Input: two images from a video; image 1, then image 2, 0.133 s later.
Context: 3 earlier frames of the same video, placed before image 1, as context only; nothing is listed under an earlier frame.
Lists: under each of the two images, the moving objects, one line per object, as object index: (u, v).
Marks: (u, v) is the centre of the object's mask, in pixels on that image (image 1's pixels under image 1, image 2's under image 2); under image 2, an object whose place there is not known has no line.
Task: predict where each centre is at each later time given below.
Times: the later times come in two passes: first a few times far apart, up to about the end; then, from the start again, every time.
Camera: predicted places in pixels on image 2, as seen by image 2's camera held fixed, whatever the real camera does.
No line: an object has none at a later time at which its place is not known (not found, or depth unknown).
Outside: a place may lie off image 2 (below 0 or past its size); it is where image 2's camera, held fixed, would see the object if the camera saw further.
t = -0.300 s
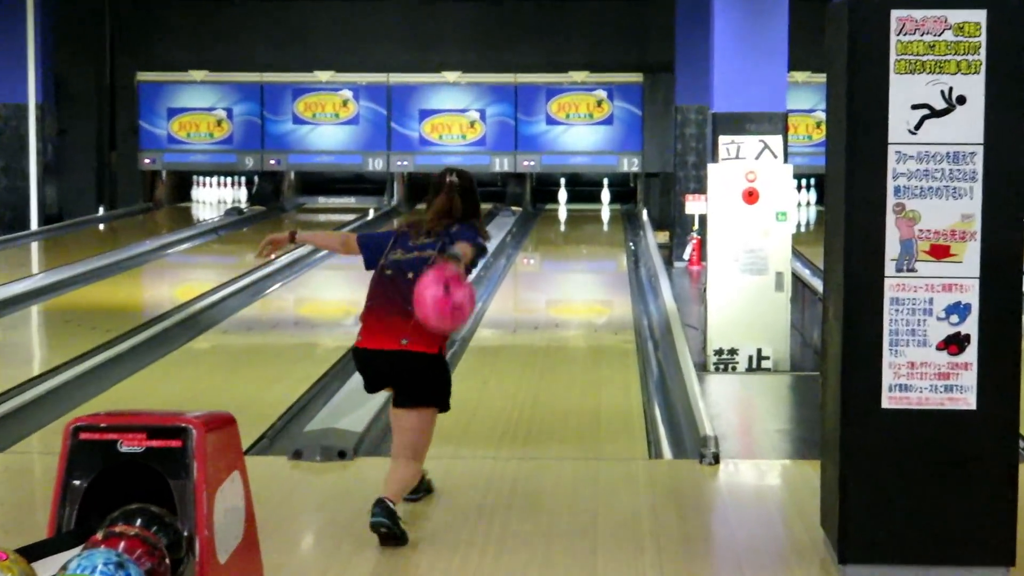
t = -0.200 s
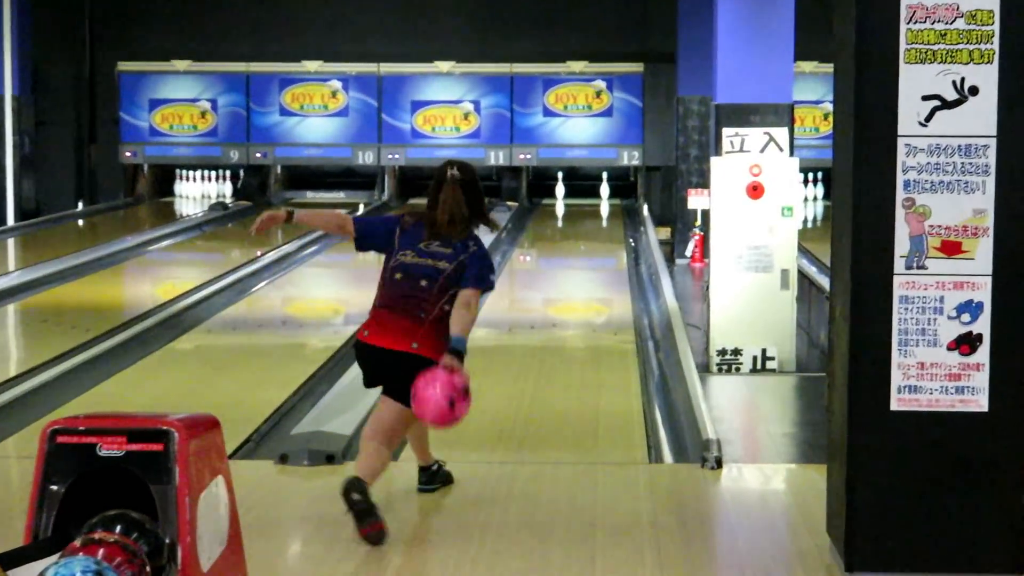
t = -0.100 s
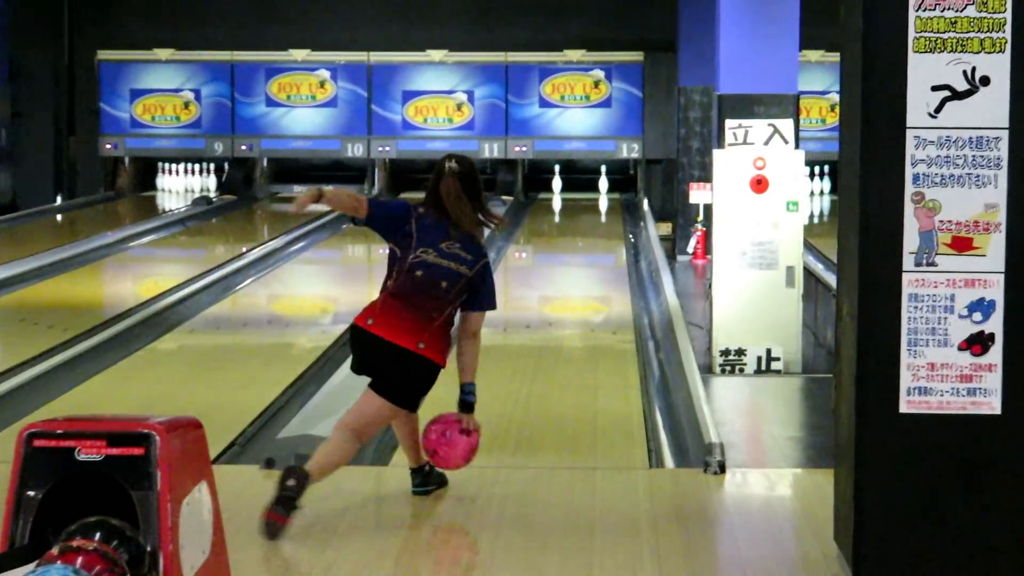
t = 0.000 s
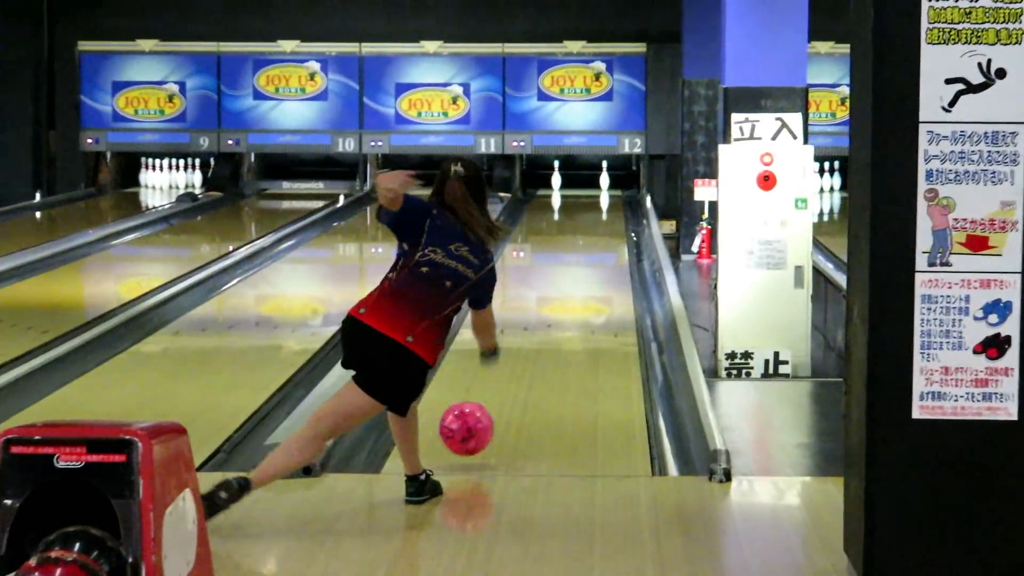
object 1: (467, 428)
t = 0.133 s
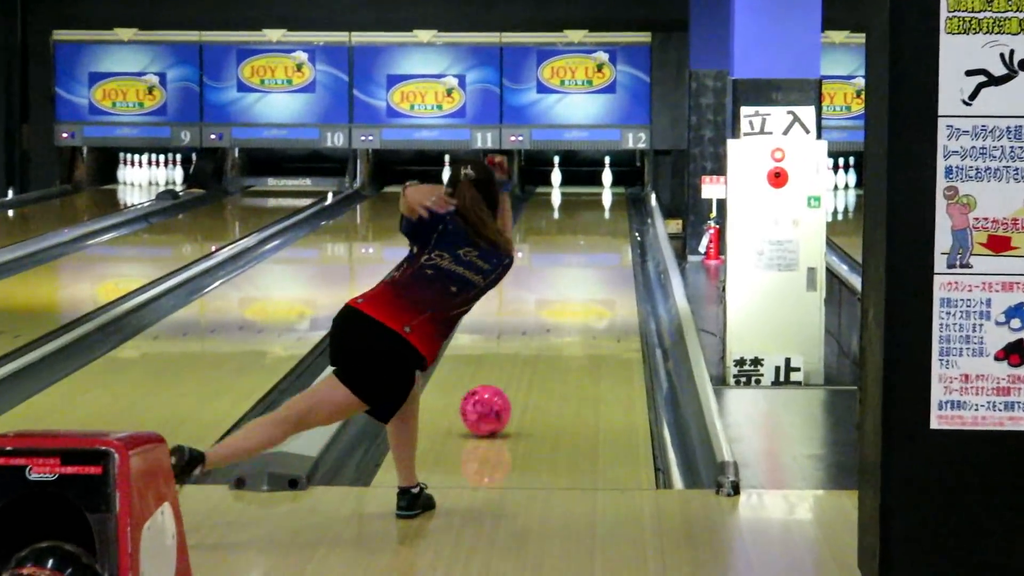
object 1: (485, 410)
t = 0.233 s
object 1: (501, 386)
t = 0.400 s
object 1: (523, 351)
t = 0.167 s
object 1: (491, 402)
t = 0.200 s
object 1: (496, 394)
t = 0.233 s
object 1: (501, 386)
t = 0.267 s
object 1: (506, 379)
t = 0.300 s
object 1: (510, 371)
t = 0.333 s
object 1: (514, 364)
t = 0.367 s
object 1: (518, 358)
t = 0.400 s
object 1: (523, 351)
